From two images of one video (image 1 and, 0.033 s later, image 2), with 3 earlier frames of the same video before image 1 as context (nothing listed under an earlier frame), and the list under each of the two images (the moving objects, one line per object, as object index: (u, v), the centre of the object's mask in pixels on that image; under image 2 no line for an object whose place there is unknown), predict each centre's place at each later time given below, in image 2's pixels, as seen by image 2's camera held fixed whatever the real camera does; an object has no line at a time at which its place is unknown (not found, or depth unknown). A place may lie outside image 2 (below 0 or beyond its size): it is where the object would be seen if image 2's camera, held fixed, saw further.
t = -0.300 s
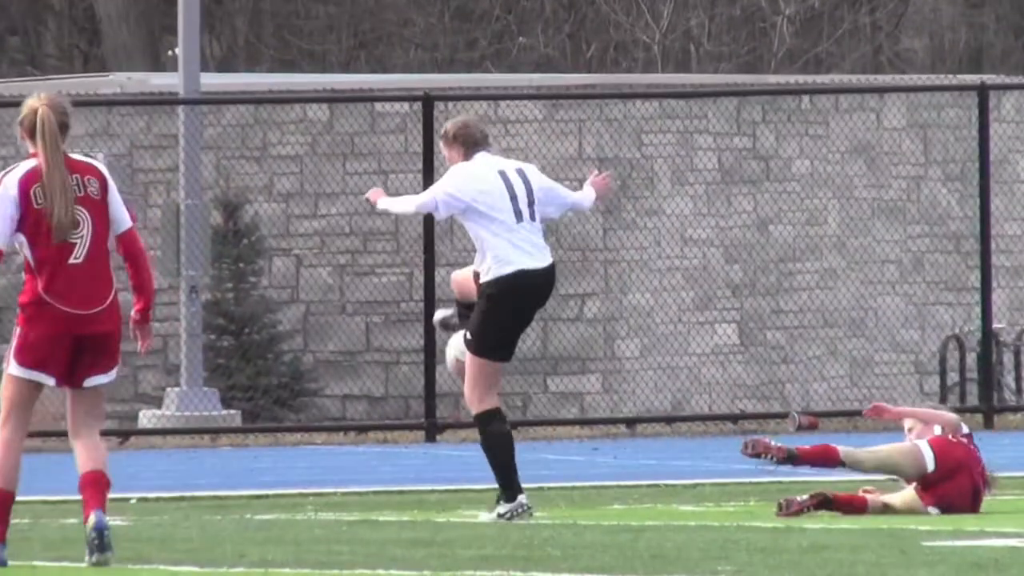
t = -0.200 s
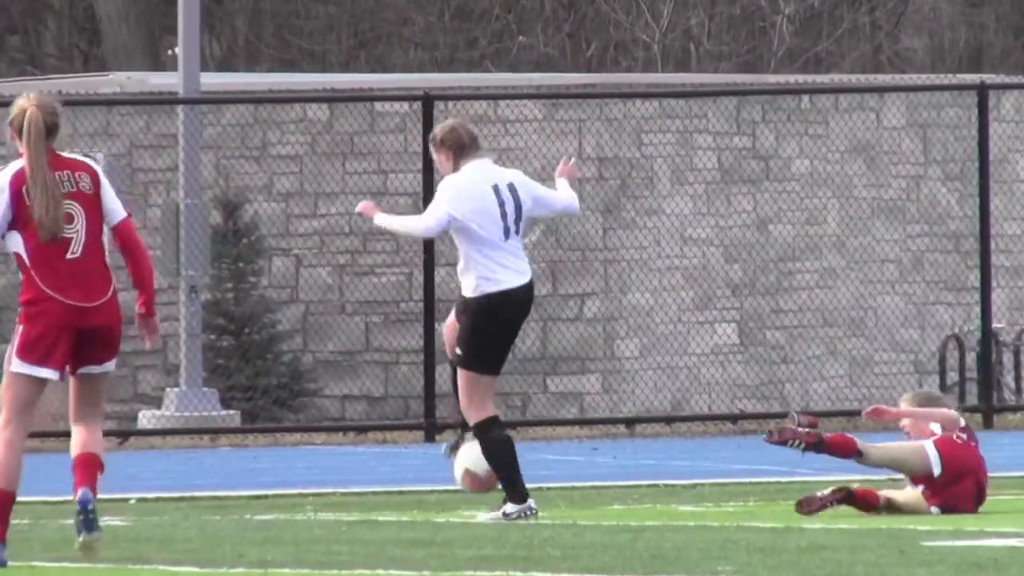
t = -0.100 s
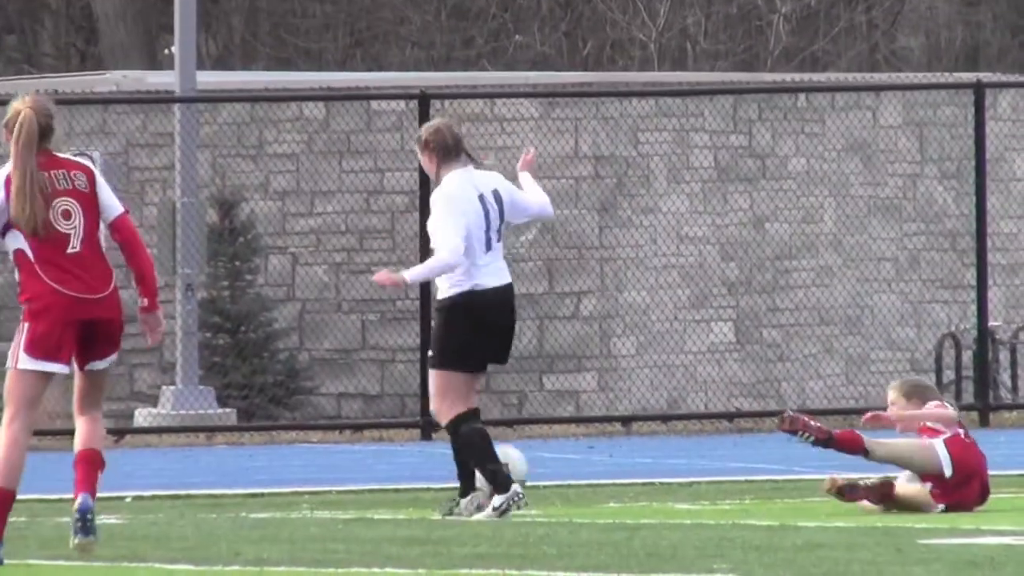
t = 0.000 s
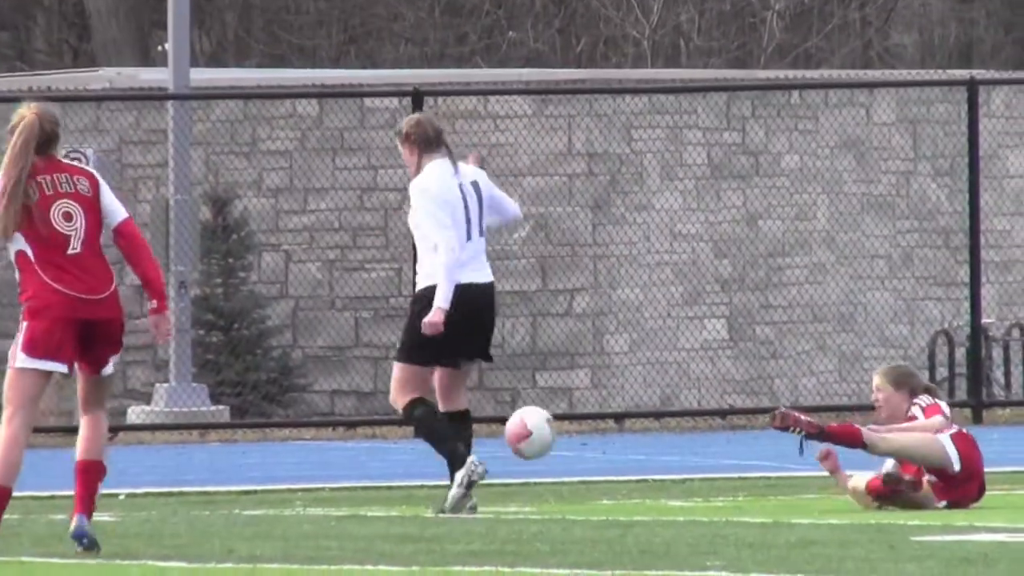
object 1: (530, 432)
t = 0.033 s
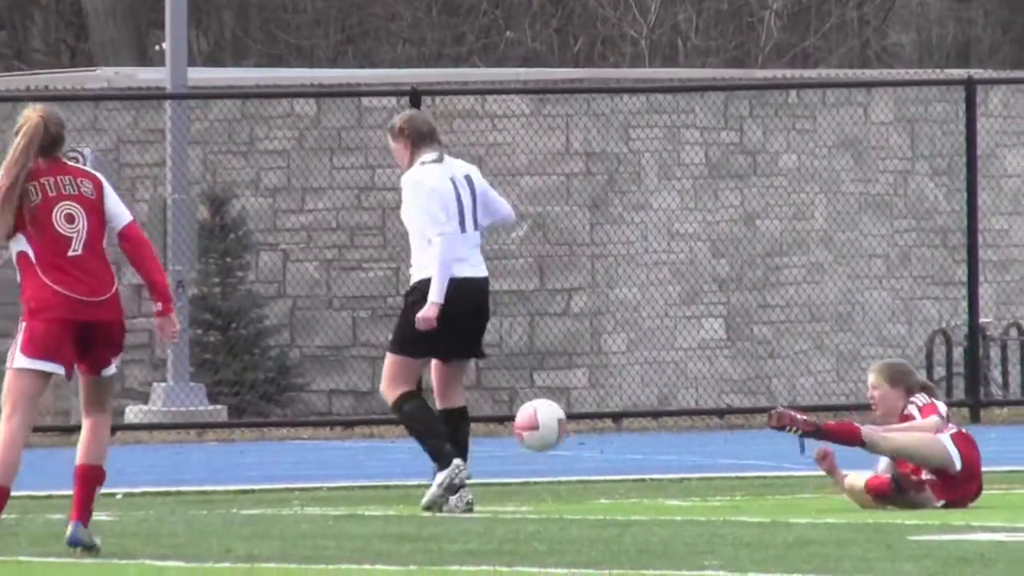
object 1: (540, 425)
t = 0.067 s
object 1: (554, 422)
